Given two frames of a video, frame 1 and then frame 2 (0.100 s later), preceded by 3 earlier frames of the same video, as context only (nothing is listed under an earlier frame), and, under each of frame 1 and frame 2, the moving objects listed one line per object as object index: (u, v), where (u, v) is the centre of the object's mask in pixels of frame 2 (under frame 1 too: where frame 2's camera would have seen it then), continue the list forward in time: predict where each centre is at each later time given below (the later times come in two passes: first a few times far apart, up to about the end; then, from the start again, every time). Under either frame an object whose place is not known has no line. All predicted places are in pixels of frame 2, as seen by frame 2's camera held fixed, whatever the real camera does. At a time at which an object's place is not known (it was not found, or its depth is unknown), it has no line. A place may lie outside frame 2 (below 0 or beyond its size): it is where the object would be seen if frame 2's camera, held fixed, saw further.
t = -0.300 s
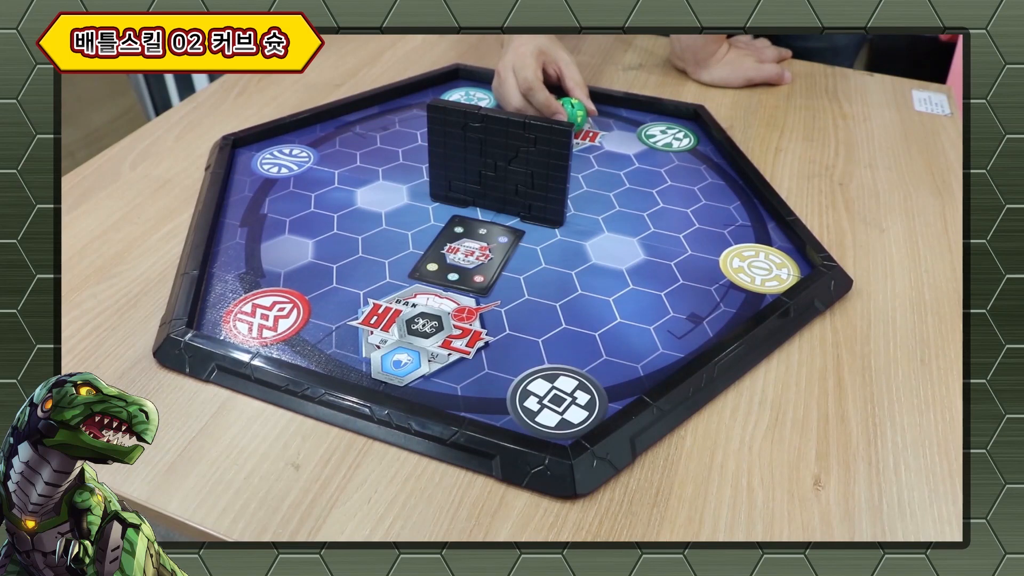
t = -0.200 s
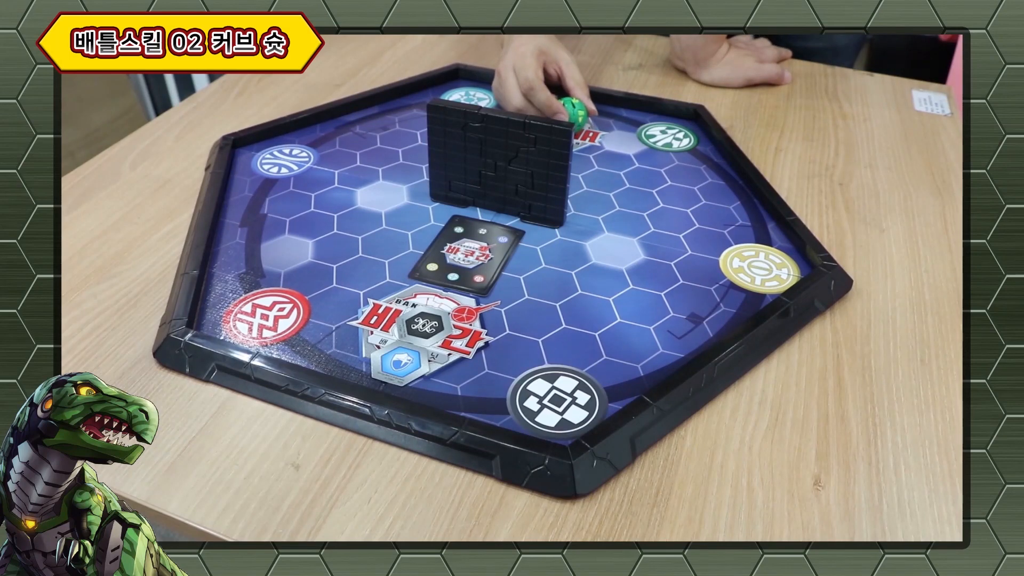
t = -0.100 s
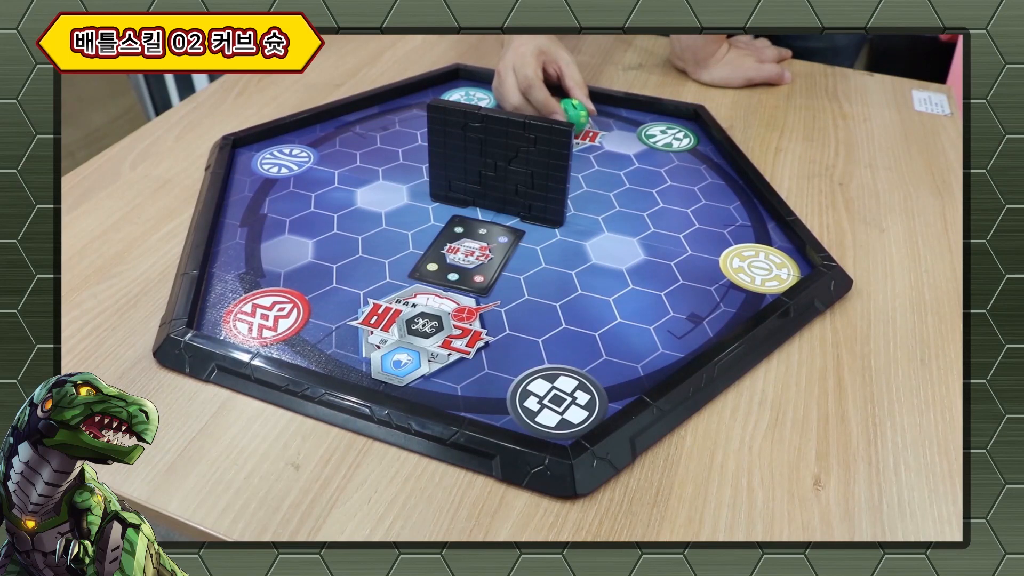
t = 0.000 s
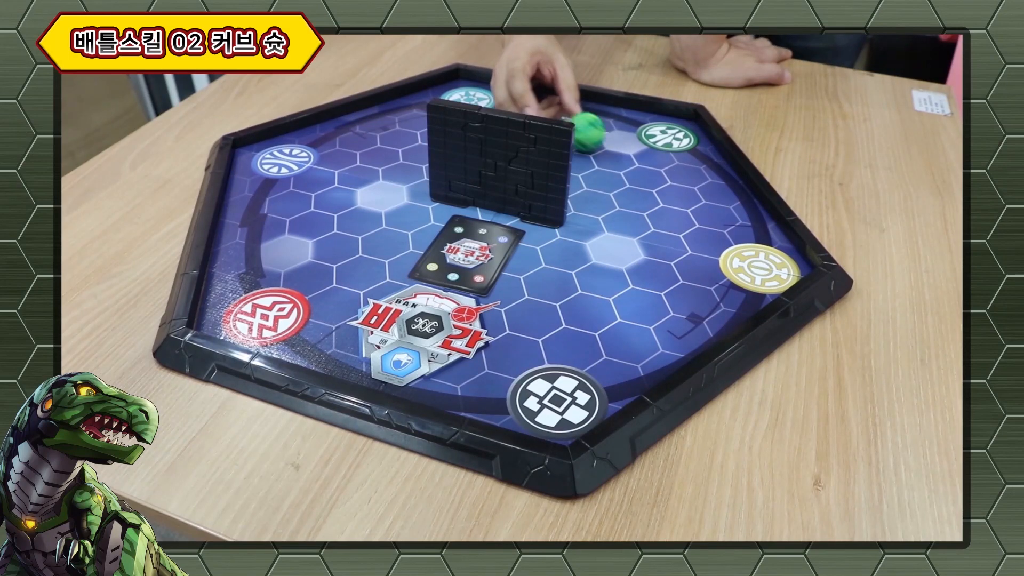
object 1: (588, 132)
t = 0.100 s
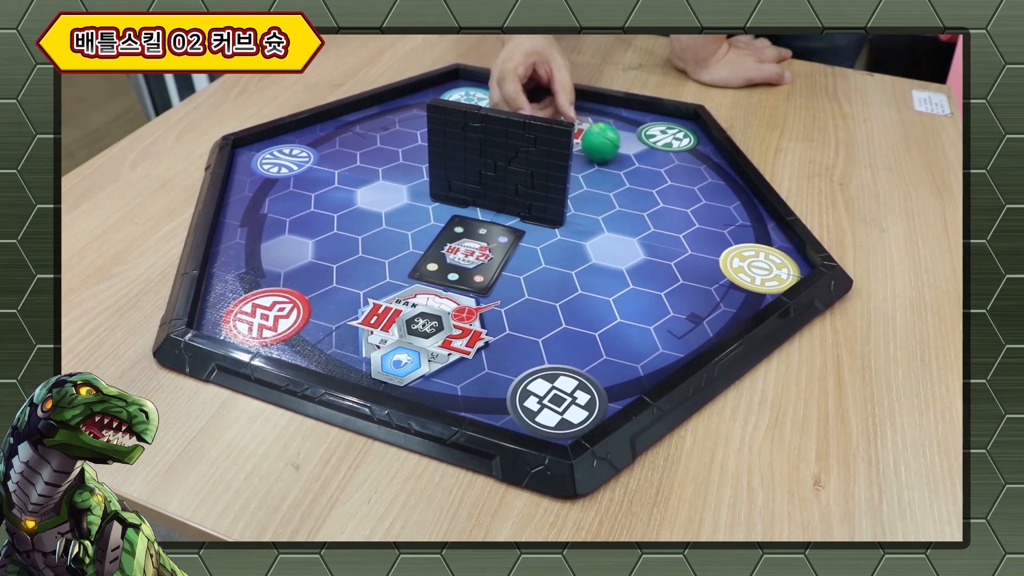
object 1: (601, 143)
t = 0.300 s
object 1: (622, 171)
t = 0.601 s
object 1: (633, 216)
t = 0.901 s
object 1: (622, 266)
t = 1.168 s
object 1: (586, 309)
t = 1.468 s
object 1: (524, 346)
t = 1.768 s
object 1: (450, 360)
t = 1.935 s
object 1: (421, 346)
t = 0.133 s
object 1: (603, 147)
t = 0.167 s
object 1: (606, 151)
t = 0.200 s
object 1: (609, 156)
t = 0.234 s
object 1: (613, 161)
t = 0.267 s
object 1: (618, 166)
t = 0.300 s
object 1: (622, 171)
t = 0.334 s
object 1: (623, 174)
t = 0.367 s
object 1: (624, 179)
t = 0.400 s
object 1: (624, 183)
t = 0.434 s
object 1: (625, 189)
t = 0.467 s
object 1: (628, 195)
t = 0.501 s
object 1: (630, 201)
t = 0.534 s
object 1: (632, 206)
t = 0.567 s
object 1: (633, 211)
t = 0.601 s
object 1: (633, 216)
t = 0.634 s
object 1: (633, 221)
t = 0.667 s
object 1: (632, 226)
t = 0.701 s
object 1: (631, 233)
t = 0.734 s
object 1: (631, 239)
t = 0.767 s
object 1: (631, 246)
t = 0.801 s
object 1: (630, 251)
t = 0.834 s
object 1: (628, 257)
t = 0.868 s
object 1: (626, 261)
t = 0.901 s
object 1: (622, 266)
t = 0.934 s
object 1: (617, 273)
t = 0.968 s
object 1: (613, 279)
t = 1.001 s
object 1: (609, 285)
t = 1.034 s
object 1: (605, 291)
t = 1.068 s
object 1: (601, 296)
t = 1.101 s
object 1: (597, 300)
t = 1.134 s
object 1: (592, 305)
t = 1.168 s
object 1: (586, 309)
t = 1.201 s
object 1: (579, 314)
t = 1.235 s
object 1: (571, 319)
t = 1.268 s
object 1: (562, 324)
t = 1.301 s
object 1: (555, 329)
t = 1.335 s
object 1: (550, 334)
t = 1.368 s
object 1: (544, 338)
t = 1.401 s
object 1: (538, 342)
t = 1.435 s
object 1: (532, 344)
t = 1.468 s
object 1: (524, 346)
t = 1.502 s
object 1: (514, 349)
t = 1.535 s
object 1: (505, 351)
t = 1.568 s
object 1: (495, 355)
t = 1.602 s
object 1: (485, 357)
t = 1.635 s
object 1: (476, 360)
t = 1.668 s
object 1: (469, 361)
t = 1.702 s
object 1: (462, 362)
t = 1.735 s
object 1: (456, 361)
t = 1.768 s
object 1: (450, 360)
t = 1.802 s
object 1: (444, 358)
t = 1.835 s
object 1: (437, 356)
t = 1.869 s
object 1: (430, 353)
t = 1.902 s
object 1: (422, 350)
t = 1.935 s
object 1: (421, 346)
